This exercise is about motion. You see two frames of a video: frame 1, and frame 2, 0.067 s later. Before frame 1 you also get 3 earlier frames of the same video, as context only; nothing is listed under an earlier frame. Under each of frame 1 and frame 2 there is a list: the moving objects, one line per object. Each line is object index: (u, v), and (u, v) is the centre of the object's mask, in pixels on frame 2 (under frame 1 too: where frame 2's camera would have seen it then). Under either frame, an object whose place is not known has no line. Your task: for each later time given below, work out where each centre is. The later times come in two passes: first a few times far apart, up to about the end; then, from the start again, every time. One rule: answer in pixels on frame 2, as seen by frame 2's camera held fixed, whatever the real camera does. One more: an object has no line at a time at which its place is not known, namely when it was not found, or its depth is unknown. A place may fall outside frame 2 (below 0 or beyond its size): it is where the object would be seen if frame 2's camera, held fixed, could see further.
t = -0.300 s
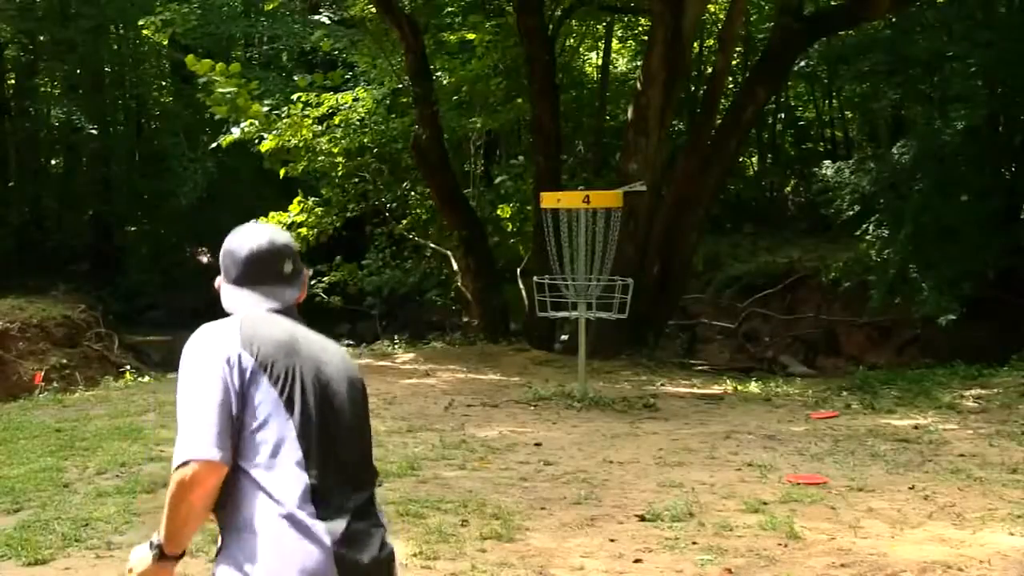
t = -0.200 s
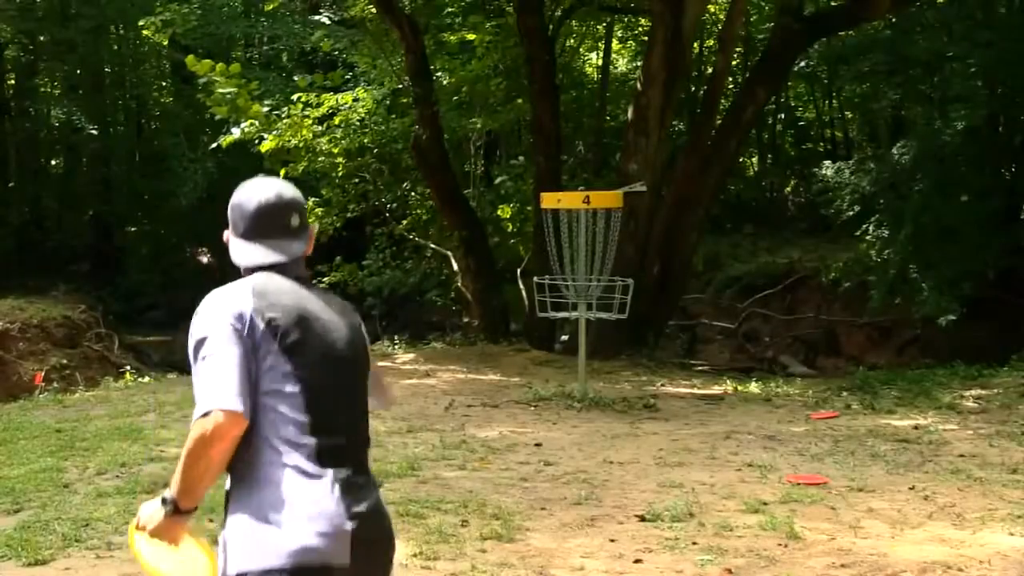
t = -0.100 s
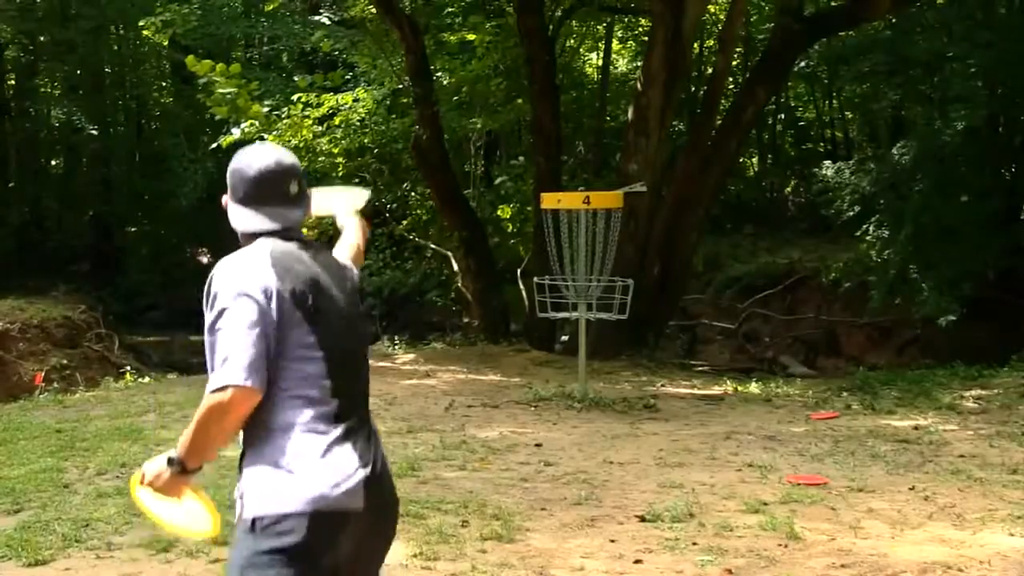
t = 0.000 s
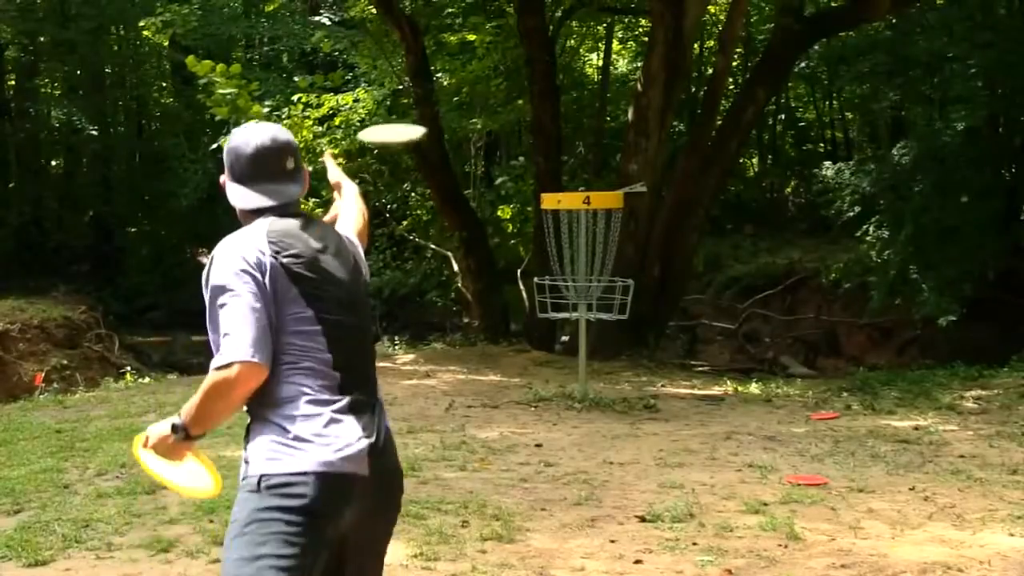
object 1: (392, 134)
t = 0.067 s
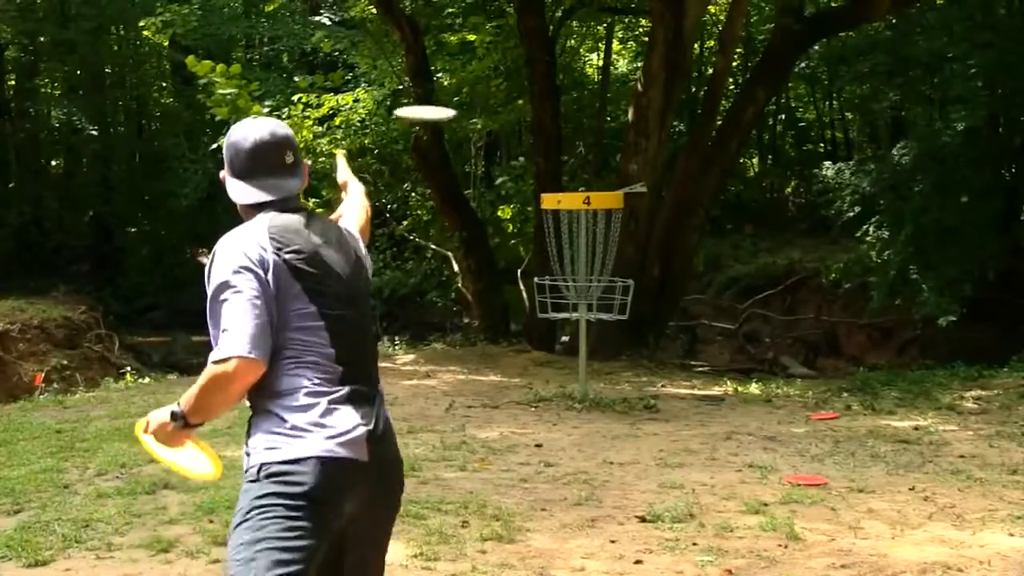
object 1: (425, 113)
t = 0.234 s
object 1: (488, 109)
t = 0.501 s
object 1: (554, 158)
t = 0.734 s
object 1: (587, 216)
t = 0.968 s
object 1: (596, 252)
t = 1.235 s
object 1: (608, 308)
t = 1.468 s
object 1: (609, 310)
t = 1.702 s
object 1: (610, 316)
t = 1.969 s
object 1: (611, 316)
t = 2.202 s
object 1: (610, 316)
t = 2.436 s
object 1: (611, 316)
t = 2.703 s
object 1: (610, 316)
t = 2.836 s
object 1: (611, 316)
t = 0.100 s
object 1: (440, 108)
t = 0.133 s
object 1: (453, 106)
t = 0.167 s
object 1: (466, 105)
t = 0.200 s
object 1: (477, 106)
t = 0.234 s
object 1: (488, 109)
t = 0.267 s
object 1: (499, 113)
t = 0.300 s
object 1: (508, 118)
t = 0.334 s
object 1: (518, 123)
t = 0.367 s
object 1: (527, 129)
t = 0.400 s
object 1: (534, 136)
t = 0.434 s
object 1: (542, 143)
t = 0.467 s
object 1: (549, 151)
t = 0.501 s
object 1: (554, 158)
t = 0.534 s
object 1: (560, 166)
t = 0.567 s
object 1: (566, 174)
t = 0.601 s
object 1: (571, 182)
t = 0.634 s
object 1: (576, 190)
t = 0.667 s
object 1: (580, 198)
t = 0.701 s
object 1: (583, 208)
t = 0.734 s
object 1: (587, 216)
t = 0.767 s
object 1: (590, 224)
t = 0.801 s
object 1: (592, 233)
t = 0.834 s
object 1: (595, 241)
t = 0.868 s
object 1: (595, 248)
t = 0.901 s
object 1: (595, 249)
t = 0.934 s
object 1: (595, 250)
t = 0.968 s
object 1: (596, 252)
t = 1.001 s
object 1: (598, 255)
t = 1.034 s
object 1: (599, 259)
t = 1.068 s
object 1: (601, 265)
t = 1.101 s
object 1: (602, 272)
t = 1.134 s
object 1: (604, 282)
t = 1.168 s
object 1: (605, 292)
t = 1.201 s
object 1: (607, 304)
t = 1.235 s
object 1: (608, 308)
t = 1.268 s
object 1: (608, 308)
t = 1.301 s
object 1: (607, 306)
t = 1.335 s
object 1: (606, 306)
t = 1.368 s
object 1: (604, 306)
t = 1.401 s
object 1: (605, 306)
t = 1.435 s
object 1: (606, 308)
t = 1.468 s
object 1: (609, 310)
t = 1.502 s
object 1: (618, 315)
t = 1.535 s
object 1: (610, 315)
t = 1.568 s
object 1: (610, 314)
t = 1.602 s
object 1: (610, 313)
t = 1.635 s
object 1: (610, 313)
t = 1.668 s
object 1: (610, 314)
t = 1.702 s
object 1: (610, 316)
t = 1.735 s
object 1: (611, 316)
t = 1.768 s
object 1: (611, 316)
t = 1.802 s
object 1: (611, 316)
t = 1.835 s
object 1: (611, 316)
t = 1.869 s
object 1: (611, 316)
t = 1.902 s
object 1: (611, 316)
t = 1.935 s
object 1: (611, 316)
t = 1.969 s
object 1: (611, 316)
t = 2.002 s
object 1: (611, 316)
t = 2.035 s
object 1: (611, 316)
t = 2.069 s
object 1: (611, 316)
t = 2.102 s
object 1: (610, 316)
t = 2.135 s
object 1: (611, 316)
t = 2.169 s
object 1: (611, 316)
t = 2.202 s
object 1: (610, 316)
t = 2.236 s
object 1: (610, 316)
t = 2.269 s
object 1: (610, 316)
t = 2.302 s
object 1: (610, 316)
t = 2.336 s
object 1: (610, 316)
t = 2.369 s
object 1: (610, 316)
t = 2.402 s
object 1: (610, 316)
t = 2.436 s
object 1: (611, 316)
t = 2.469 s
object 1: (611, 316)
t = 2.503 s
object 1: (611, 316)
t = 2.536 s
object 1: (611, 316)
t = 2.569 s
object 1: (611, 316)
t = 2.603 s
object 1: (611, 316)
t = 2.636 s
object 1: (611, 316)
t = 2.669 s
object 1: (610, 316)
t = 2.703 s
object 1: (610, 316)
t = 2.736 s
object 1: (610, 316)
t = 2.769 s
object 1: (610, 316)
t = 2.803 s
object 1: (611, 316)
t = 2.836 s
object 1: (611, 316)
